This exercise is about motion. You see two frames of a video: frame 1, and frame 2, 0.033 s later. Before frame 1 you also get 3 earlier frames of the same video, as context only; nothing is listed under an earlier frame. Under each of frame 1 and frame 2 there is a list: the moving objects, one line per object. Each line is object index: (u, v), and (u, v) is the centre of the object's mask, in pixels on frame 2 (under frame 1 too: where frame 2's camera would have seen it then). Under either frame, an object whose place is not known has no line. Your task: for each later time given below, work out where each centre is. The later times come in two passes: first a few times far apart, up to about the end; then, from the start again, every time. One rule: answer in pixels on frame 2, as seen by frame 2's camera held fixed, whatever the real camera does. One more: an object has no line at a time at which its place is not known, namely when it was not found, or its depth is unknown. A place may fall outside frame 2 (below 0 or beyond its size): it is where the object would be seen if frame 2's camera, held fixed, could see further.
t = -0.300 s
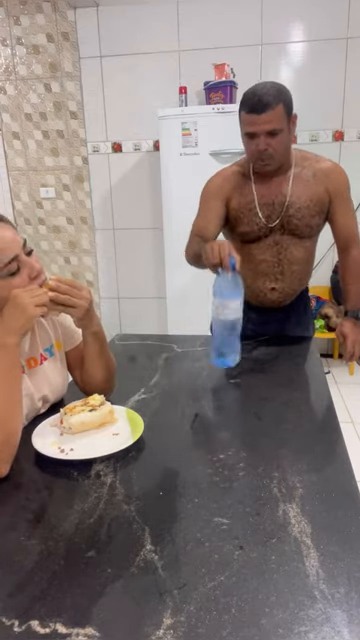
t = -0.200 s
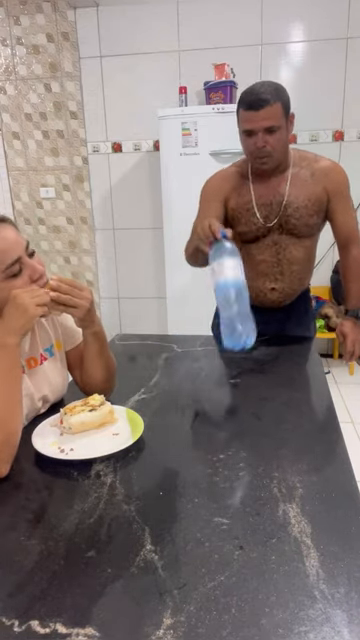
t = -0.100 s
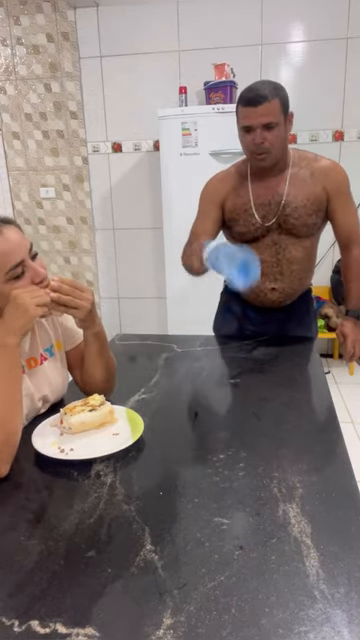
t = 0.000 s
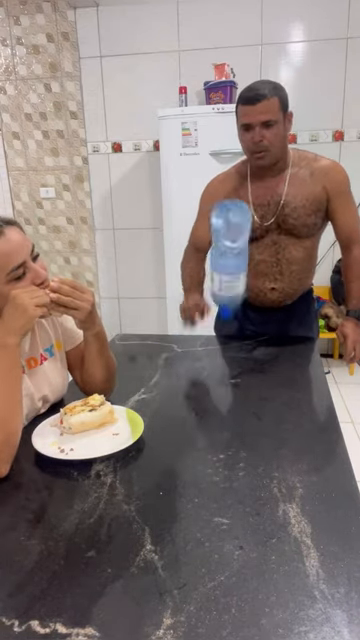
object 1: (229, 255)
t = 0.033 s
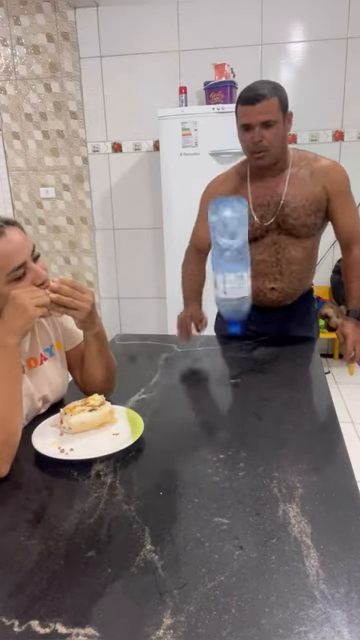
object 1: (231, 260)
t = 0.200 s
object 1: (232, 288)
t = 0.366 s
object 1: (213, 377)
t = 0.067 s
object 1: (232, 264)
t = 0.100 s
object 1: (234, 268)
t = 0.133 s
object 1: (234, 273)
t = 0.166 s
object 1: (233, 278)
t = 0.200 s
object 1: (232, 288)
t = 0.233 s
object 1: (229, 301)
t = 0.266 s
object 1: (224, 323)
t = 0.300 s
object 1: (219, 350)
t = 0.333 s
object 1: (215, 368)
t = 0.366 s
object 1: (213, 377)
